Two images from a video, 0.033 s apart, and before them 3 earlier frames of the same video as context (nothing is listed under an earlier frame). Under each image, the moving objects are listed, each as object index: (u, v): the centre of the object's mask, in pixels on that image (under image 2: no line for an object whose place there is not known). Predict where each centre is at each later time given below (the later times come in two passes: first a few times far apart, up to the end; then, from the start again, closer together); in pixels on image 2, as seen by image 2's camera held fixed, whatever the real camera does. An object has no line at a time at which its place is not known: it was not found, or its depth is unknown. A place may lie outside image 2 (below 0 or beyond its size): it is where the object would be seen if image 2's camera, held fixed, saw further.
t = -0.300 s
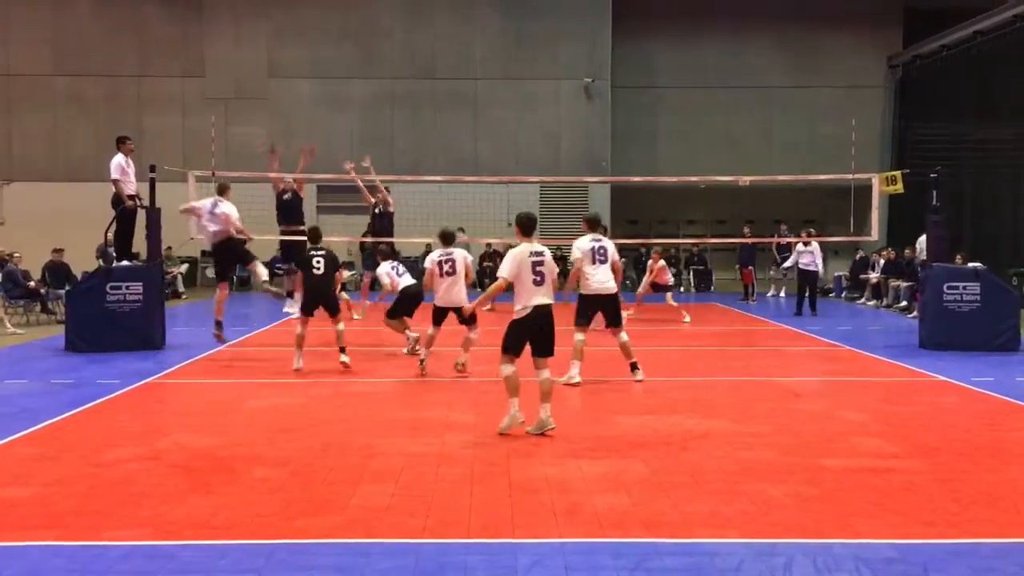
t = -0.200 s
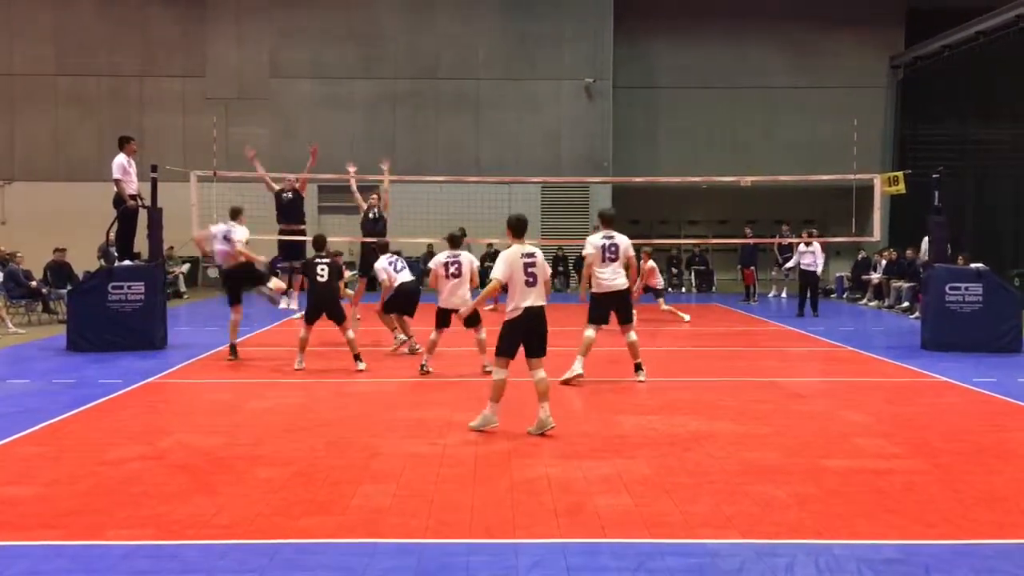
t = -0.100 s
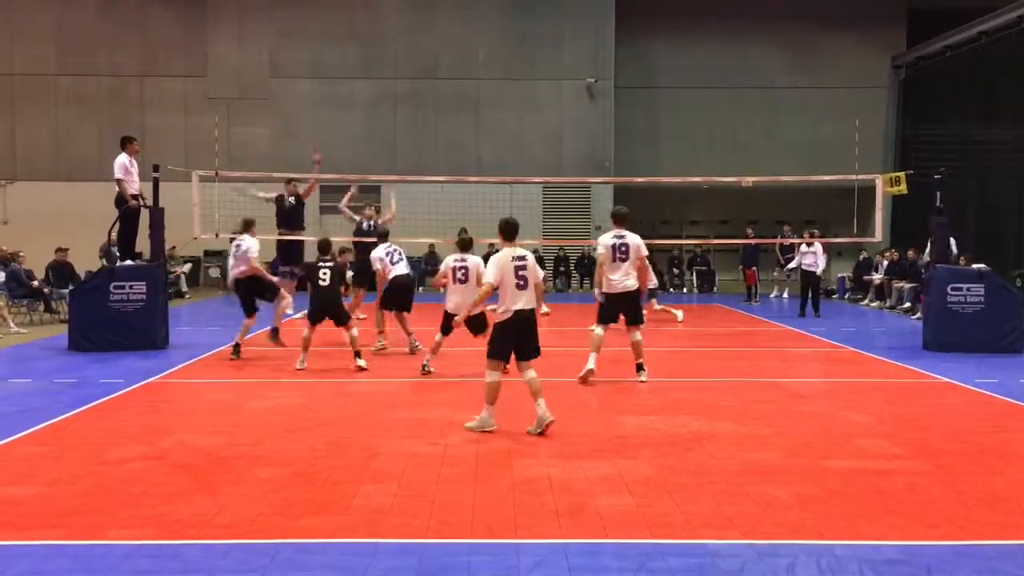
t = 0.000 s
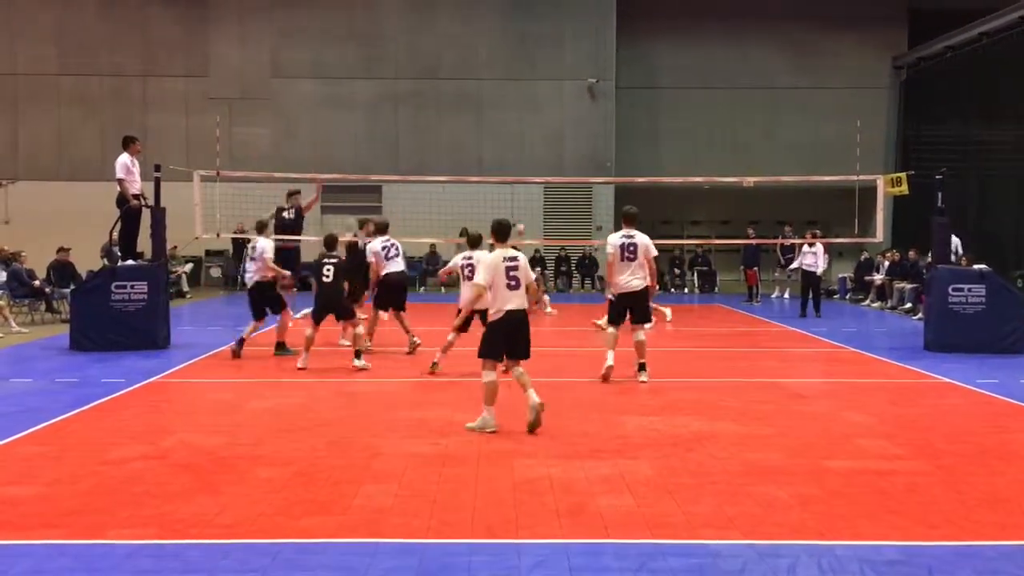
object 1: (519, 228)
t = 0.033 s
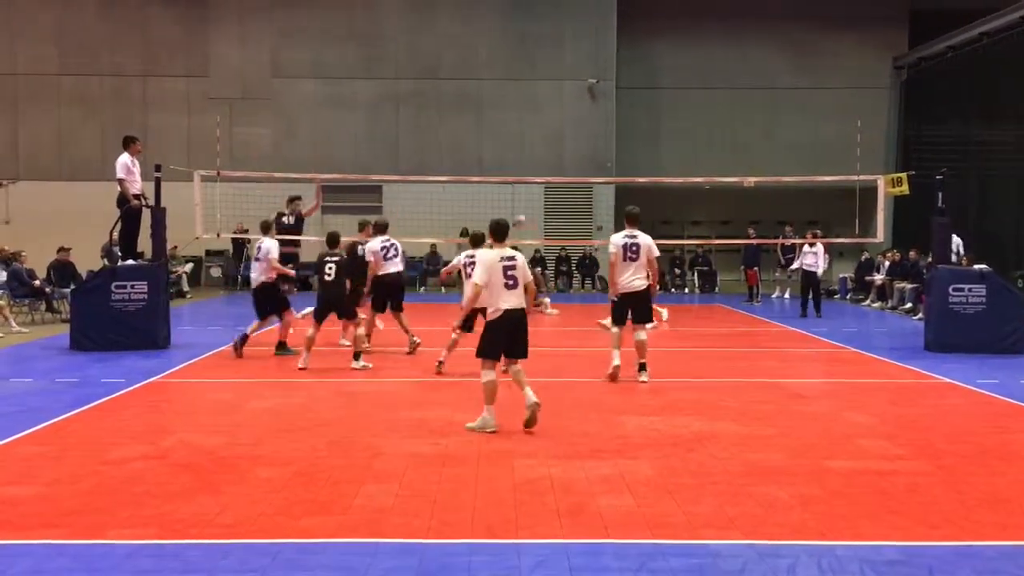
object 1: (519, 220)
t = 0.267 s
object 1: (523, 169)
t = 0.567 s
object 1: (526, 141)
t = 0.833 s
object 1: (529, 155)
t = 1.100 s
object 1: (533, 215)
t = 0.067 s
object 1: (521, 211)
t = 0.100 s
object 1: (520, 202)
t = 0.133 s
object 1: (522, 196)
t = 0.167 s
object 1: (522, 188)
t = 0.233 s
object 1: (523, 173)
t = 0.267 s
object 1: (523, 169)
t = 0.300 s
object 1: (523, 164)
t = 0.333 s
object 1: (524, 159)
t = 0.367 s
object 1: (524, 155)
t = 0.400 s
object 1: (525, 150)
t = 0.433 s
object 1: (525, 149)
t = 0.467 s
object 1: (525, 148)
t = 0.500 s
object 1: (525, 143)
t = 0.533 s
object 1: (526, 142)
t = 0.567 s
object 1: (526, 141)
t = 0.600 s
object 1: (527, 141)
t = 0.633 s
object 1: (527, 141)
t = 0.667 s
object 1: (527, 142)
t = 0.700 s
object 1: (528, 143)
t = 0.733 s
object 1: (528, 145)
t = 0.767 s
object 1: (529, 147)
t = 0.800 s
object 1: (528, 149)
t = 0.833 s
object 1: (529, 155)
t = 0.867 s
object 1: (530, 160)
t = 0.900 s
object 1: (530, 165)
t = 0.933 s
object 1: (530, 171)
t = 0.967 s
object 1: (531, 176)
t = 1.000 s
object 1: (531, 187)
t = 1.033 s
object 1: (532, 196)
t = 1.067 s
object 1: (532, 206)
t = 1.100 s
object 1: (533, 215)
